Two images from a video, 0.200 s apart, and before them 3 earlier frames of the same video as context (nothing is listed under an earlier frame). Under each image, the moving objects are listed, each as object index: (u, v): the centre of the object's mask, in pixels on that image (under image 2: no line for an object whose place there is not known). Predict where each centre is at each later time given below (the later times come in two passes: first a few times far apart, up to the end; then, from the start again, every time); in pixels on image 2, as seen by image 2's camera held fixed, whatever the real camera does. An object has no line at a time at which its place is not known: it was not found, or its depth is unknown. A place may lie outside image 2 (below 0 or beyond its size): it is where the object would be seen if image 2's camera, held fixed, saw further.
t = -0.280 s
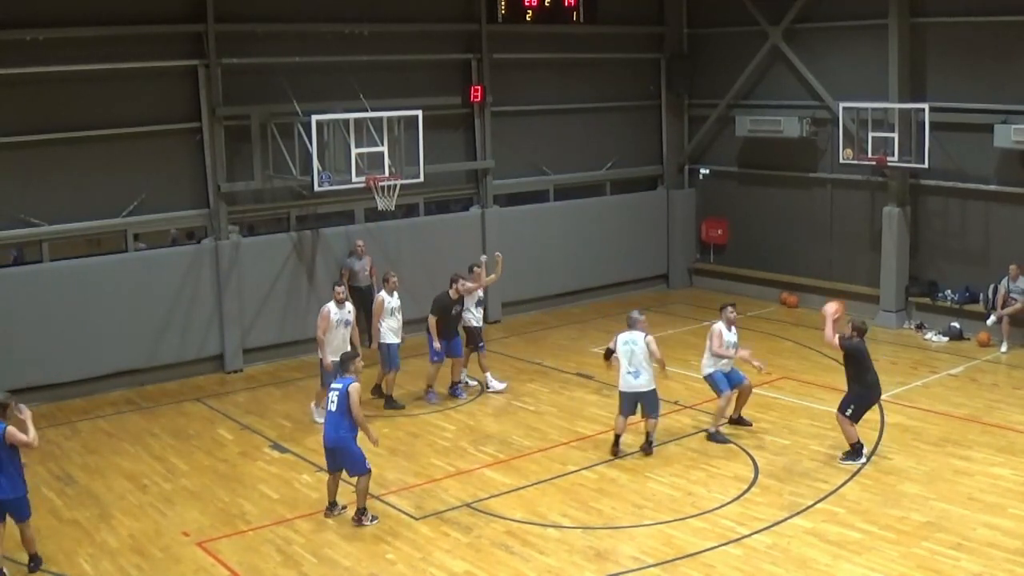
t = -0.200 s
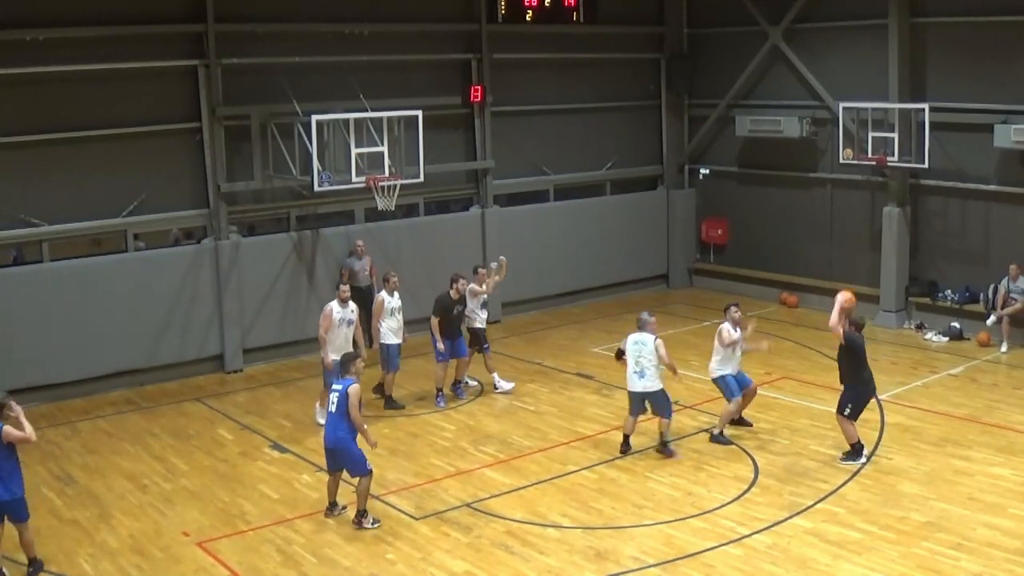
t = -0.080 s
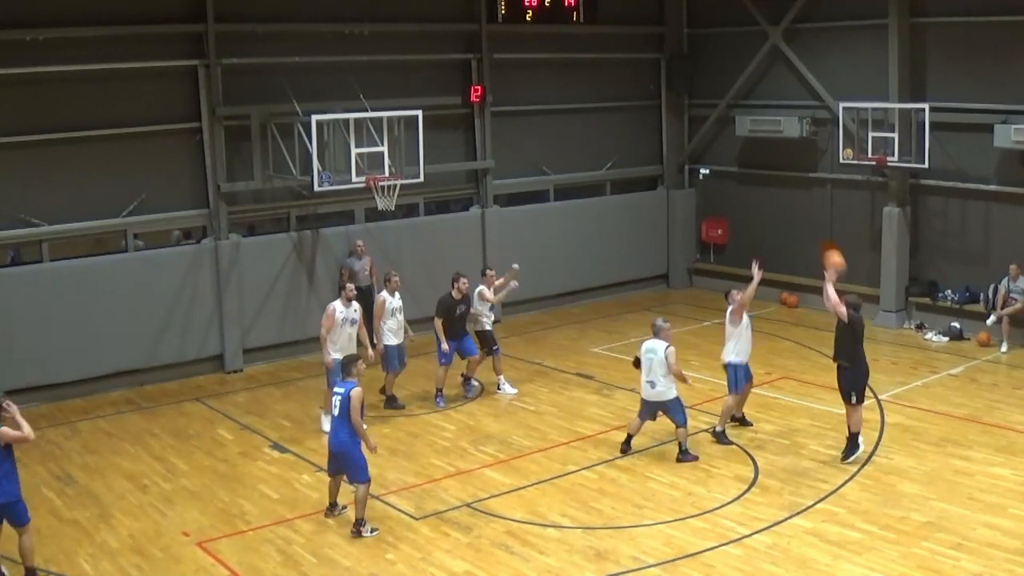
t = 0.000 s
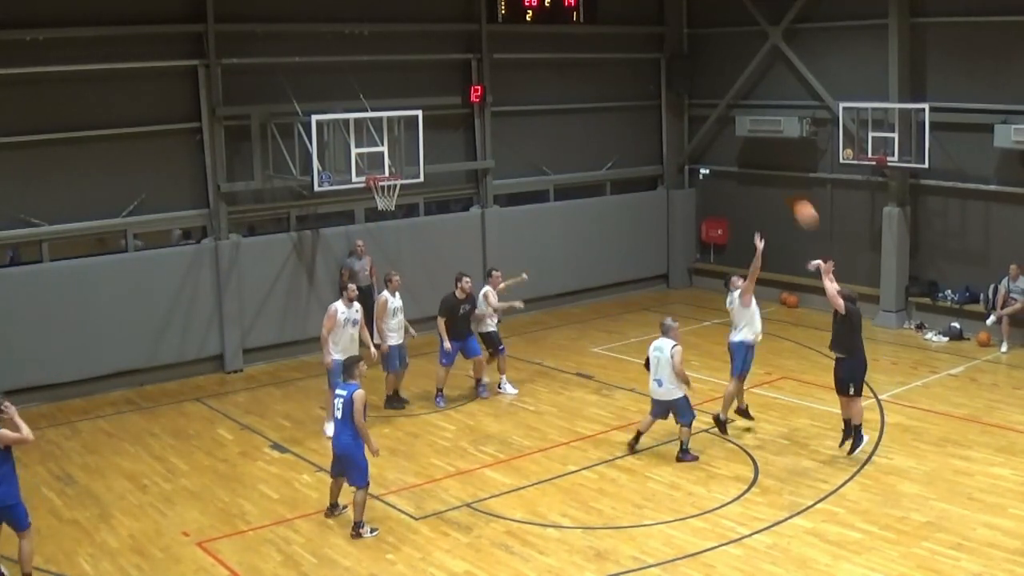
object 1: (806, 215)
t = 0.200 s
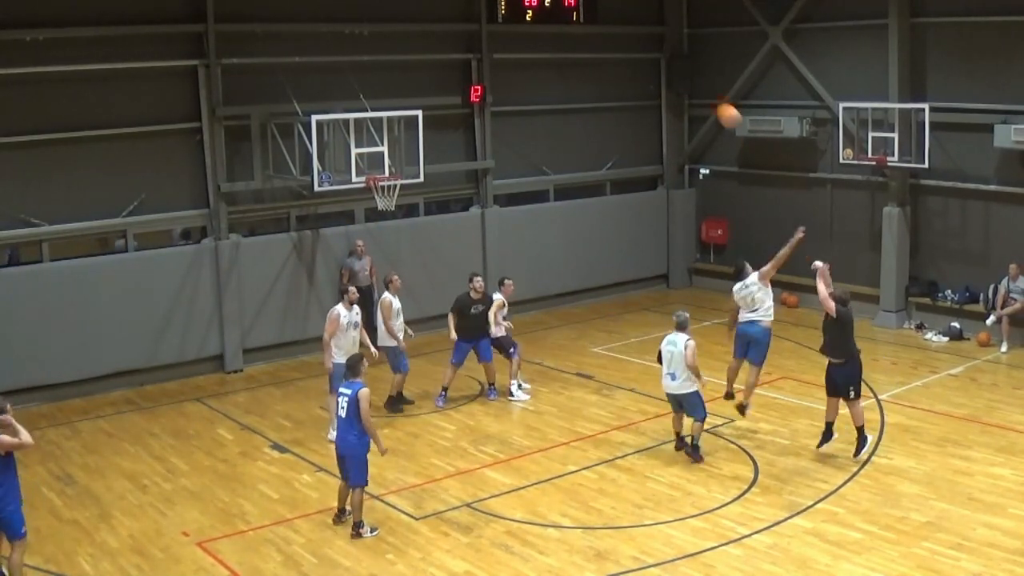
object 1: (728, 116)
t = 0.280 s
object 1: (698, 88)
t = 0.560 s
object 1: (600, 35)
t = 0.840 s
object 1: (512, 47)
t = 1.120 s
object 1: (434, 115)
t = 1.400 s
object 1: (394, 152)
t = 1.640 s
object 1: (390, 147)
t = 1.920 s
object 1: (388, 190)
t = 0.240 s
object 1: (714, 101)
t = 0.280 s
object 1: (698, 88)
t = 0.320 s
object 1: (684, 76)
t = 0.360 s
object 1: (670, 66)
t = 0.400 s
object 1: (655, 57)
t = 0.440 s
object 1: (641, 49)
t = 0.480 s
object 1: (627, 43)
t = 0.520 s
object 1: (613, 39)
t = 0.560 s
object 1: (600, 35)
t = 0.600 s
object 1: (586, 33)
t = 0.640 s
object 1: (573, 32)
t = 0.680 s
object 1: (561, 33)
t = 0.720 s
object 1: (548, 34)
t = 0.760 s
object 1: (536, 38)
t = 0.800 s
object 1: (523, 42)
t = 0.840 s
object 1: (512, 47)
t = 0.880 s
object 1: (500, 53)
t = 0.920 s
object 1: (488, 61)
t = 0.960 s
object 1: (477, 70)
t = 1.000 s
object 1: (466, 79)
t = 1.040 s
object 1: (454, 90)
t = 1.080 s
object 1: (444, 101)
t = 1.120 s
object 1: (434, 115)
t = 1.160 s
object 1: (424, 128)
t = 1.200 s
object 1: (413, 143)
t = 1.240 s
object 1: (404, 158)
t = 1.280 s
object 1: (397, 170)
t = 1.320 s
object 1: (396, 163)
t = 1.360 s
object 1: (396, 157)
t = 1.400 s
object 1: (394, 152)
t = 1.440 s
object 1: (393, 147)
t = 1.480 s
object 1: (392, 145)
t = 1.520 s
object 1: (392, 144)
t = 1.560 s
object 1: (391, 144)
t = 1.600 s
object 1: (391, 144)
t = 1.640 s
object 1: (390, 147)
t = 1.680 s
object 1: (389, 149)
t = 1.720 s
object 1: (389, 153)
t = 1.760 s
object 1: (388, 158)
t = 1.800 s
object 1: (388, 164)
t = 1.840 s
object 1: (388, 172)
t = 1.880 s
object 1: (388, 182)
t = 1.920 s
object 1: (388, 190)
